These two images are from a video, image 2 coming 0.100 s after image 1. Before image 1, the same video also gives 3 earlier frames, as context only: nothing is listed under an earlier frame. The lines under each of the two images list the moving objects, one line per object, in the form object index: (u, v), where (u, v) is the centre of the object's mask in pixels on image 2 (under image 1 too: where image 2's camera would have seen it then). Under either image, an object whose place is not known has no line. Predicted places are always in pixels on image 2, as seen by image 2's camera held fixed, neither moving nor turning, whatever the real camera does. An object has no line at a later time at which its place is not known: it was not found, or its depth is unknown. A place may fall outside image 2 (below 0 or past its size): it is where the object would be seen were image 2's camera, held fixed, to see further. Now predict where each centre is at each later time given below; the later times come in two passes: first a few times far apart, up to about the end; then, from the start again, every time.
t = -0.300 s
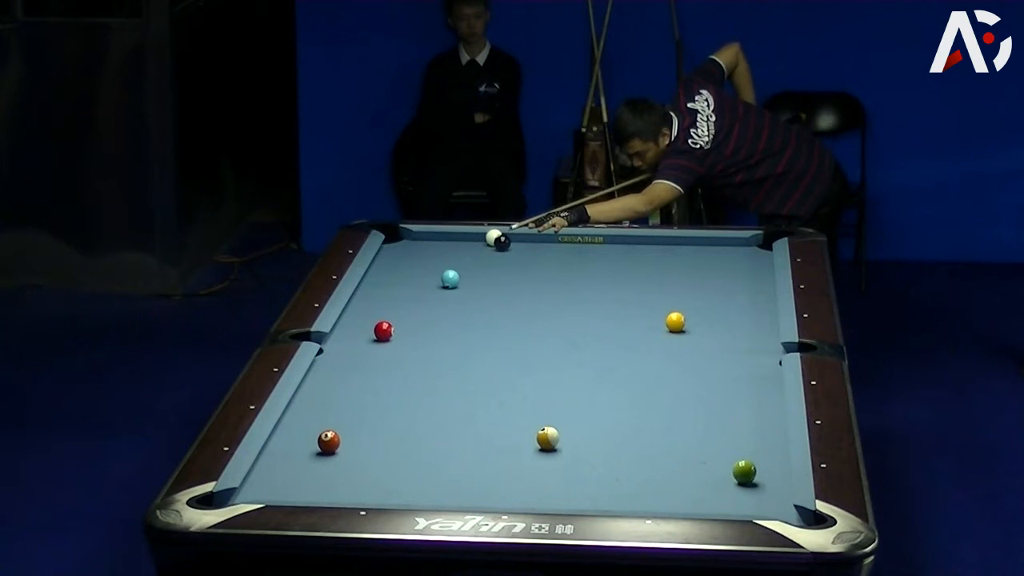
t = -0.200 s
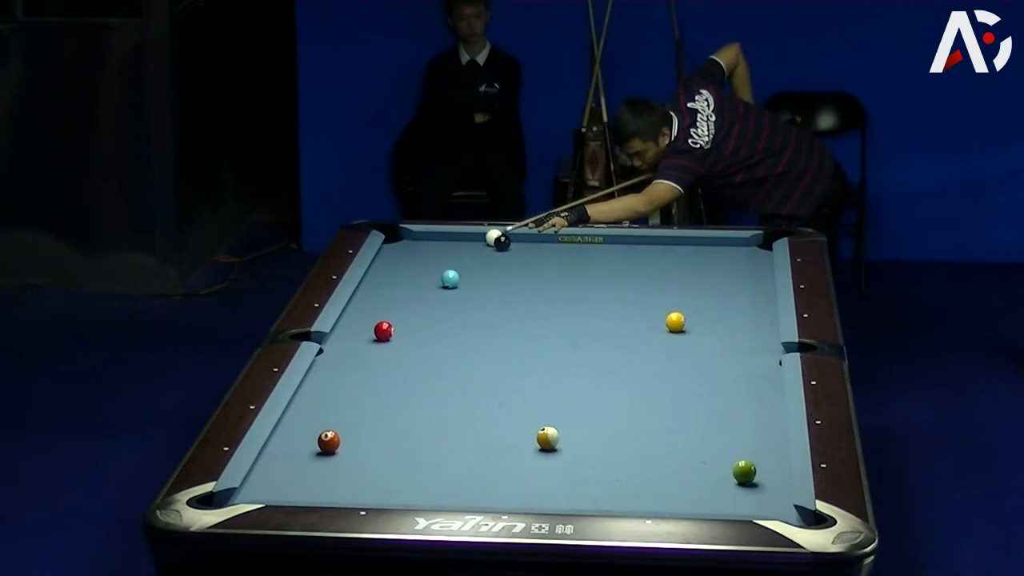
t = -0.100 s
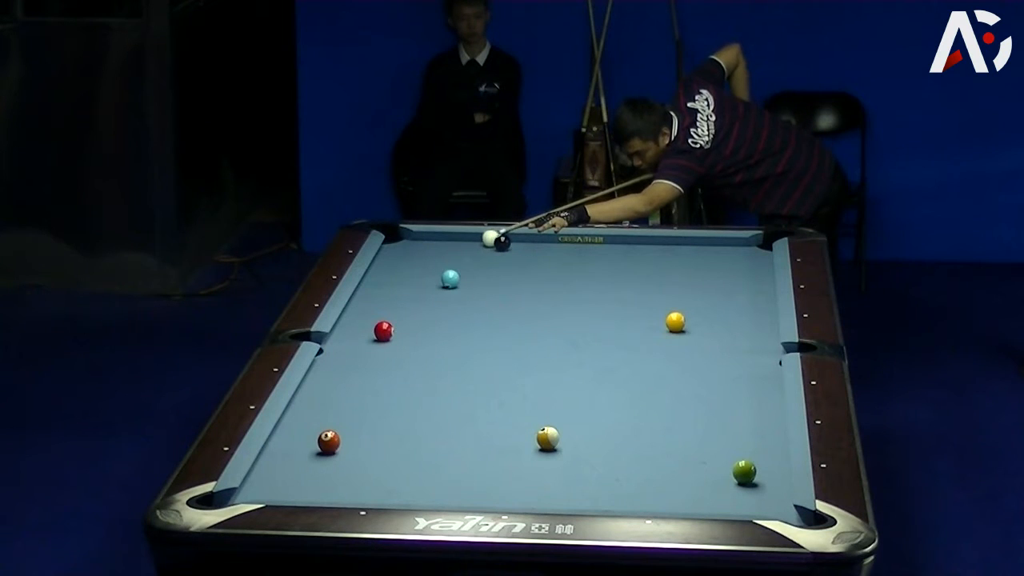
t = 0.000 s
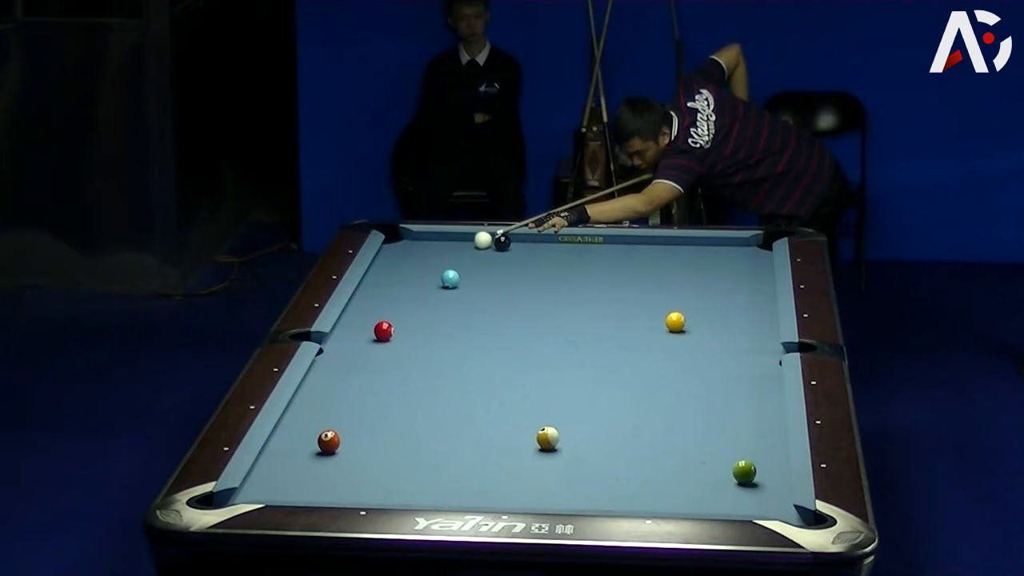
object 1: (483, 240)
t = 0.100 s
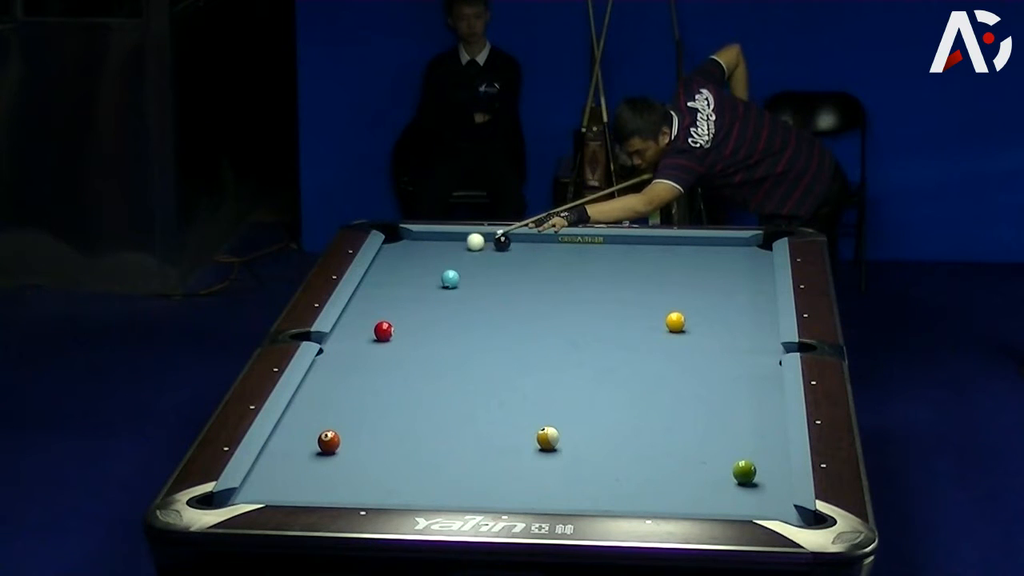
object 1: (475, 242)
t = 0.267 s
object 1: (463, 244)
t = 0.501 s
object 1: (446, 248)
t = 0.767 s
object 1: (428, 252)
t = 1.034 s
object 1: (411, 255)
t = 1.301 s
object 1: (396, 258)
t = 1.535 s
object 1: (383, 261)
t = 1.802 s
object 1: (384, 263)
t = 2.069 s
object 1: (389, 265)
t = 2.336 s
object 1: (392, 266)
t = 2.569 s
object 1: (395, 267)
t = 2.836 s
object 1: (396, 267)
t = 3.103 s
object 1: (397, 267)
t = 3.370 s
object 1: (397, 267)
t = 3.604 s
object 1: (397, 267)
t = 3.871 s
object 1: (397, 267)
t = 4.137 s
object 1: (397, 267)
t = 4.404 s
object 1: (397, 267)
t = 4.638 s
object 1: (396, 267)
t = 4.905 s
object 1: (396, 267)
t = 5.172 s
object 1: (397, 267)
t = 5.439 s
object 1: (397, 267)
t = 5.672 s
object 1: (396, 267)
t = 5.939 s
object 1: (397, 267)
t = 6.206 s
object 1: (397, 267)
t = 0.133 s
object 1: (473, 242)
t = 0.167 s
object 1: (470, 243)
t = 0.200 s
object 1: (468, 243)
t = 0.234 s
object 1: (465, 244)
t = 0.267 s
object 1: (463, 244)
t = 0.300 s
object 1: (460, 245)
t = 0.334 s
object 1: (458, 245)
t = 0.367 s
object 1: (455, 246)
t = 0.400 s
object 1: (453, 246)
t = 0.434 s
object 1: (451, 247)
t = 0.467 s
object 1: (448, 247)
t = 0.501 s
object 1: (446, 248)
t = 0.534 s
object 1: (444, 249)
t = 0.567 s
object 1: (441, 249)
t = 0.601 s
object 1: (439, 249)
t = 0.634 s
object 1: (437, 250)
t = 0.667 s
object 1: (434, 250)
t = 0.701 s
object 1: (432, 251)
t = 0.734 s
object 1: (430, 251)
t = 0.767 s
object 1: (428, 252)
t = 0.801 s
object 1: (426, 252)
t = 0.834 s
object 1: (423, 253)
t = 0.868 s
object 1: (421, 253)
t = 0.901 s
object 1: (419, 254)
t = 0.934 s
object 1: (417, 254)
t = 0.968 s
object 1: (415, 254)
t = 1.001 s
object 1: (413, 255)
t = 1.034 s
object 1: (411, 255)
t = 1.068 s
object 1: (409, 256)
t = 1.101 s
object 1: (407, 256)
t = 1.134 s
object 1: (405, 257)
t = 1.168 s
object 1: (403, 257)
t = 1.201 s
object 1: (401, 257)
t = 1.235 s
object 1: (399, 258)
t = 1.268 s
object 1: (397, 258)
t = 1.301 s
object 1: (396, 258)
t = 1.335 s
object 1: (394, 259)
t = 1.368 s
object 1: (392, 259)
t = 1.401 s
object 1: (390, 260)
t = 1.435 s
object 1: (388, 260)
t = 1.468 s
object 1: (386, 260)
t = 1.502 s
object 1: (385, 261)
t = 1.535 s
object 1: (383, 261)
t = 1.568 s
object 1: (381, 262)
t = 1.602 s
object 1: (380, 262)
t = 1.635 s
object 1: (381, 262)
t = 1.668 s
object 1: (381, 262)
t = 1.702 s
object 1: (382, 262)
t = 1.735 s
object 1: (383, 263)
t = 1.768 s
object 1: (383, 263)
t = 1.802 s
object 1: (384, 263)
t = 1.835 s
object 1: (385, 263)
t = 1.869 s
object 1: (385, 264)
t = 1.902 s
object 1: (386, 264)
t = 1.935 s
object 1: (387, 264)
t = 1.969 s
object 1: (387, 264)
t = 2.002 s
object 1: (388, 265)
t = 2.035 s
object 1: (388, 265)
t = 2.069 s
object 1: (389, 265)
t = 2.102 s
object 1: (389, 265)
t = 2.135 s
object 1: (390, 265)
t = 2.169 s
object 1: (390, 265)
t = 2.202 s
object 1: (391, 265)
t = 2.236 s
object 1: (391, 265)
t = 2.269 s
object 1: (391, 266)
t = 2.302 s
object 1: (392, 266)
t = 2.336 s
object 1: (392, 266)
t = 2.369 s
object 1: (393, 266)
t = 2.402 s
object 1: (393, 266)
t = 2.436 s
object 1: (393, 266)
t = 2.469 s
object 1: (394, 266)
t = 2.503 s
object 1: (394, 266)
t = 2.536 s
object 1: (394, 267)
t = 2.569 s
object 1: (395, 267)
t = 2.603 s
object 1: (395, 267)
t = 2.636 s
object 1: (395, 267)
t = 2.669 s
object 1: (395, 267)
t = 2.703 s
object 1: (396, 267)
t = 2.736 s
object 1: (396, 267)
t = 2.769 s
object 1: (396, 267)
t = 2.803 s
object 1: (396, 267)
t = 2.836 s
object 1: (396, 267)
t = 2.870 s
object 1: (396, 267)
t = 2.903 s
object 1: (397, 267)
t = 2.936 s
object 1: (397, 267)
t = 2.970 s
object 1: (397, 267)
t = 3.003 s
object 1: (397, 267)
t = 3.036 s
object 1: (397, 267)
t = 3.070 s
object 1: (397, 267)
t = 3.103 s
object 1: (397, 267)
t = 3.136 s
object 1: (397, 267)
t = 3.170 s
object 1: (397, 267)
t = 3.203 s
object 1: (397, 267)
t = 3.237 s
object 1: (397, 267)
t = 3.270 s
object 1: (397, 267)
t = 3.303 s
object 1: (397, 267)
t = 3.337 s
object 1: (397, 267)
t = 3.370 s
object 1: (397, 267)
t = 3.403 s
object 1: (397, 267)
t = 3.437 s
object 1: (397, 267)
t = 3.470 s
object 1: (397, 267)
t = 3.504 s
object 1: (397, 267)
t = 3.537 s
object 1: (397, 267)
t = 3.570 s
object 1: (397, 267)
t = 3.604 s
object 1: (397, 267)
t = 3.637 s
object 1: (397, 267)
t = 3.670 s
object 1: (397, 267)
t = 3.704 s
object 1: (397, 267)
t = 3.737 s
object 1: (397, 267)
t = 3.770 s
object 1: (397, 267)
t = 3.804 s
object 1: (397, 267)
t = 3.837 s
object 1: (397, 267)
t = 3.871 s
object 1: (397, 267)
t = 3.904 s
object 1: (397, 267)
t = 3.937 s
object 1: (397, 267)
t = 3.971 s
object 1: (397, 267)
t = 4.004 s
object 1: (397, 267)
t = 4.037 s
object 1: (397, 267)
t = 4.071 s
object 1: (397, 267)
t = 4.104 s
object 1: (397, 267)
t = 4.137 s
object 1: (397, 267)
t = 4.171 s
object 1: (397, 267)
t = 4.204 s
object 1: (397, 267)
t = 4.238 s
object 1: (397, 267)
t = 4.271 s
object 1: (397, 267)
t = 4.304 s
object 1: (397, 267)
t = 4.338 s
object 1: (397, 267)
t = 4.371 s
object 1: (397, 267)
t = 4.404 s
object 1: (397, 267)
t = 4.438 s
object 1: (397, 267)
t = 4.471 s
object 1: (397, 267)
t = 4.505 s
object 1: (397, 267)
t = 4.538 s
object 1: (396, 267)
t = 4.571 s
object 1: (396, 267)
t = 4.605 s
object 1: (396, 267)
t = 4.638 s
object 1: (396, 267)
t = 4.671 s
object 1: (396, 267)
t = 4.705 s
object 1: (396, 267)
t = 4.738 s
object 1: (396, 267)
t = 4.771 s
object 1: (396, 267)
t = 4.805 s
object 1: (396, 267)
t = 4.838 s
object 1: (396, 267)
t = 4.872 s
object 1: (396, 267)
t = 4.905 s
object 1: (396, 267)
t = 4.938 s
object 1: (396, 267)
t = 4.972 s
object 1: (396, 267)
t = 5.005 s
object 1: (396, 267)
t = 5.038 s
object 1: (396, 267)
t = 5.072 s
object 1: (396, 267)
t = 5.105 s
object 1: (396, 267)
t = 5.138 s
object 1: (396, 267)
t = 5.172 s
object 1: (397, 267)
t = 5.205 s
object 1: (396, 267)
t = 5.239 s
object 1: (396, 267)
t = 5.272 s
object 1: (397, 267)
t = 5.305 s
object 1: (396, 267)
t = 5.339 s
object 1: (396, 267)
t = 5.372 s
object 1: (396, 267)
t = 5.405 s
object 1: (397, 267)
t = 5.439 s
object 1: (397, 267)
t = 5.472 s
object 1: (396, 267)
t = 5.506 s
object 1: (396, 267)
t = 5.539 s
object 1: (396, 267)
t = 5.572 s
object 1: (396, 267)
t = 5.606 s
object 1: (396, 267)
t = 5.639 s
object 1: (396, 267)
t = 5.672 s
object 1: (396, 267)
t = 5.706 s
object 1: (396, 267)
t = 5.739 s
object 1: (396, 267)
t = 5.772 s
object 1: (396, 267)
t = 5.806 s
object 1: (396, 267)
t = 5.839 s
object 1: (397, 267)
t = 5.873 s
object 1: (397, 267)
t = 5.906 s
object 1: (396, 267)
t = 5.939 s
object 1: (397, 267)
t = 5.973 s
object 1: (397, 267)
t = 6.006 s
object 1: (397, 267)
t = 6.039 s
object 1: (397, 267)
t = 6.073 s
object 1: (397, 267)
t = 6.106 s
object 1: (397, 267)
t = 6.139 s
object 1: (397, 267)
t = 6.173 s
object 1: (397, 267)
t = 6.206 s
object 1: (397, 267)
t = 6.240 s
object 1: (397, 267)
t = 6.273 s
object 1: (397, 267)
